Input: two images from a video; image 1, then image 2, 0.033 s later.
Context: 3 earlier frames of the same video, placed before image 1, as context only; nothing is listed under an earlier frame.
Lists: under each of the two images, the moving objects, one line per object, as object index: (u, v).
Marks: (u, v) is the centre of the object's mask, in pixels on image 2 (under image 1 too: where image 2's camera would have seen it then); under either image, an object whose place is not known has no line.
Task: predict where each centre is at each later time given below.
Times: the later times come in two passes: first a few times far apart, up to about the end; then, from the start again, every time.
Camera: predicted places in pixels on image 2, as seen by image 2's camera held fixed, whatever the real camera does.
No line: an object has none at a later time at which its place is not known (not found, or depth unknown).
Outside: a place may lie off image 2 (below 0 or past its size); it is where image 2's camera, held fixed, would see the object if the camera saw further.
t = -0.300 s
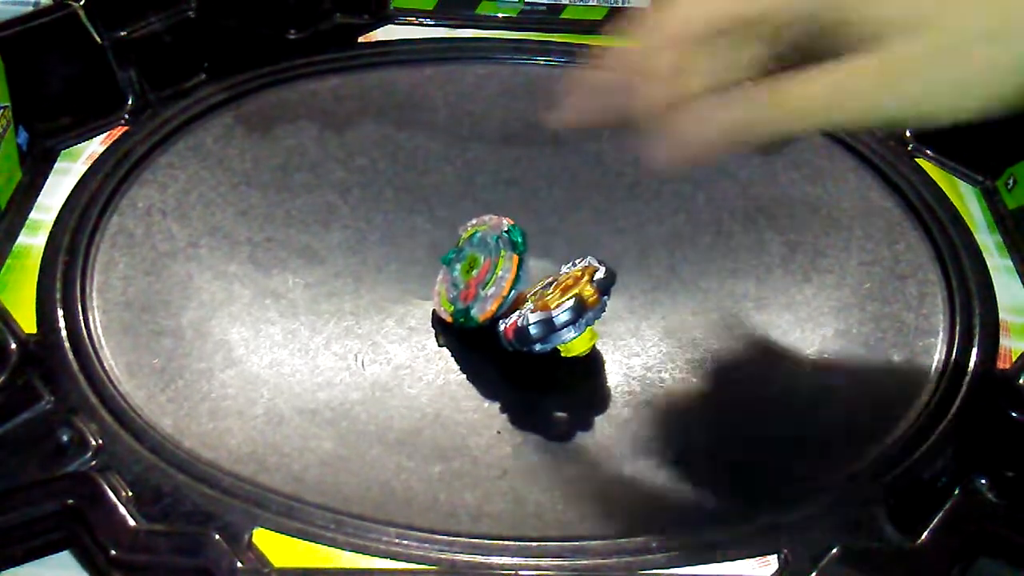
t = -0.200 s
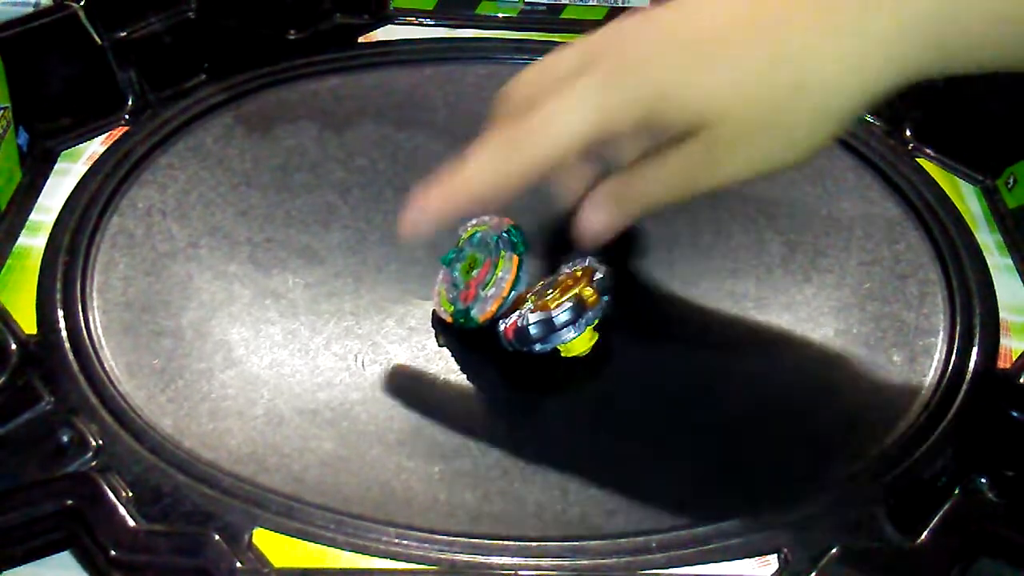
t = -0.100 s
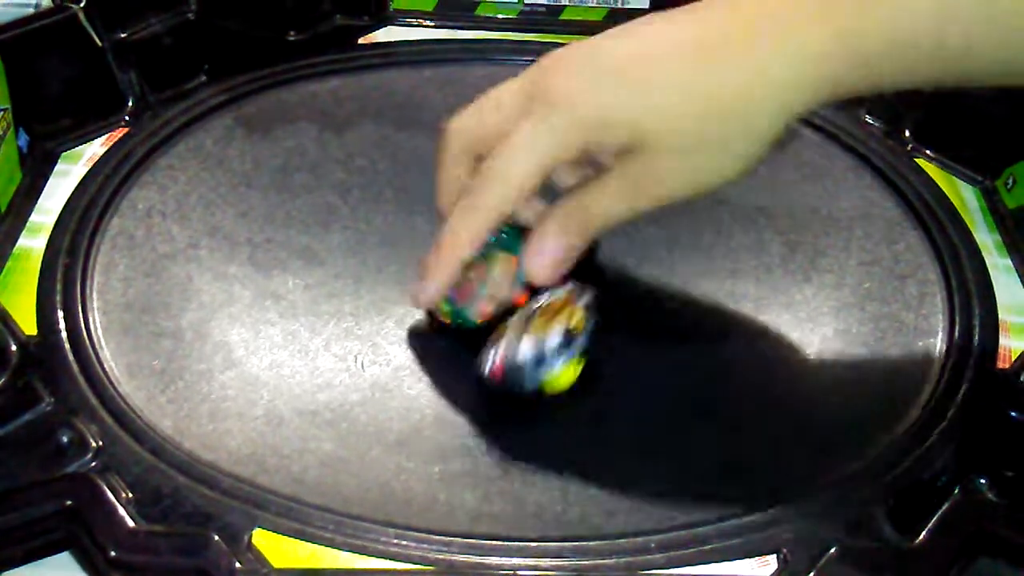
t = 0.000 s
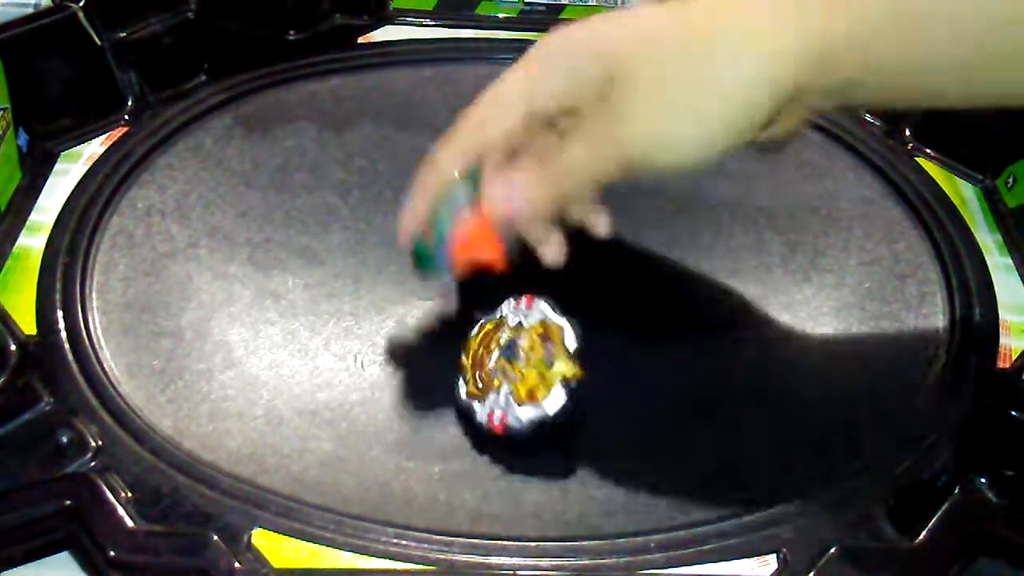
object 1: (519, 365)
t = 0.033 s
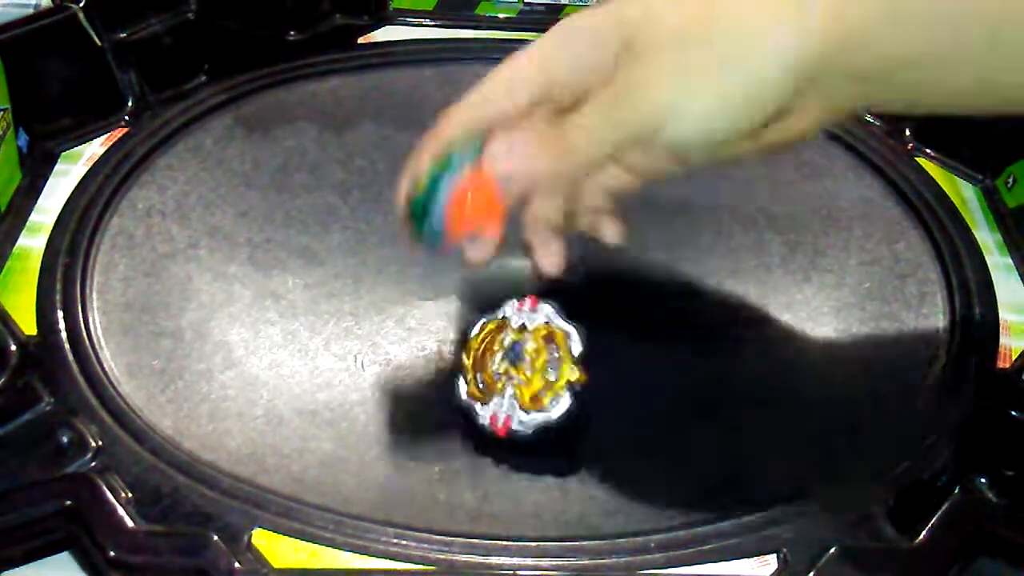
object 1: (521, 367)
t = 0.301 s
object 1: (510, 336)
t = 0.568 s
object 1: (563, 323)
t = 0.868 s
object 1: (538, 316)
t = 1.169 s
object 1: (506, 321)
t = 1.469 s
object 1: (518, 314)
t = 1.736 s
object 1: (539, 312)
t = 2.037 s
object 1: (546, 313)
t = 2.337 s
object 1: (530, 312)
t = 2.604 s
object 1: (522, 313)
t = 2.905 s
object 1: (512, 315)
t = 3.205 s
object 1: (513, 315)
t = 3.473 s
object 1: (514, 314)
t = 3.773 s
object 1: (514, 314)
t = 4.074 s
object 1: (514, 314)
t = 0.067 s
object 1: (521, 368)
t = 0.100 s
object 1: (520, 365)
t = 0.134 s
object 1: (517, 365)
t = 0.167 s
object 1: (513, 361)
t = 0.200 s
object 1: (509, 359)
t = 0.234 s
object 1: (506, 349)
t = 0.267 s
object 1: (507, 342)
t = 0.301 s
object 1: (510, 336)
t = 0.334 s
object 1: (514, 331)
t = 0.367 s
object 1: (521, 324)
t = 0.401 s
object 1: (529, 320)
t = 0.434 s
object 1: (537, 319)
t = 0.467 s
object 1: (544, 318)
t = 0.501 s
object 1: (554, 321)
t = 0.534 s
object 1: (559, 322)
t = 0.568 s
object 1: (563, 323)
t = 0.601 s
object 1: (565, 324)
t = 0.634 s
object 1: (566, 325)
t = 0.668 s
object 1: (565, 324)
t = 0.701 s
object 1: (564, 323)
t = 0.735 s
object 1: (560, 322)
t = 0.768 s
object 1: (556, 320)
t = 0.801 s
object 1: (550, 318)
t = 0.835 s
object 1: (543, 316)
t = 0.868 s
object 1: (538, 316)
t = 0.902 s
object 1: (533, 315)
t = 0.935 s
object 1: (529, 315)
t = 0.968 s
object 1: (524, 315)
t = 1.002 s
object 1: (519, 316)
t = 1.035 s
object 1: (514, 317)
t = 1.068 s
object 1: (511, 318)
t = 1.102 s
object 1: (509, 319)
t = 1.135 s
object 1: (507, 320)
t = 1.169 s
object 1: (506, 321)
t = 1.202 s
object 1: (505, 321)
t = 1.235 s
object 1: (505, 321)
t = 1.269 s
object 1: (505, 321)
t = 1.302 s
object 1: (506, 320)
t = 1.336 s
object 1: (508, 319)
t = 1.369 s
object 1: (509, 318)
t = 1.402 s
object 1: (512, 317)
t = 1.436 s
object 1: (515, 315)
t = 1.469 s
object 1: (518, 314)
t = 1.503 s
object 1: (520, 313)
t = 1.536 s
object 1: (523, 313)
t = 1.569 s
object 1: (526, 313)
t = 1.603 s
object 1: (528, 313)
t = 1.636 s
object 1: (530, 312)
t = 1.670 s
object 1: (533, 312)
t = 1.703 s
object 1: (536, 312)
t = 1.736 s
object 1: (539, 312)
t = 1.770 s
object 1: (542, 312)
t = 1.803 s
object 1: (543, 312)
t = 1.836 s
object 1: (545, 312)
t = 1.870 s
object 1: (546, 312)
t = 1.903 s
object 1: (547, 313)
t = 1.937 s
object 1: (547, 313)
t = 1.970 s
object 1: (547, 313)
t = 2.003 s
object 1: (547, 313)
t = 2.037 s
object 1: (546, 313)
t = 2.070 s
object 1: (546, 313)
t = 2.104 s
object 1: (544, 313)
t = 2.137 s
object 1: (542, 312)
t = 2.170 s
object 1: (540, 312)
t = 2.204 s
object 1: (537, 312)
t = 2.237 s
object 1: (535, 312)
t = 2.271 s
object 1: (533, 312)
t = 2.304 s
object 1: (532, 312)
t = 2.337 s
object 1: (530, 312)
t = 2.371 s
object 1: (529, 312)
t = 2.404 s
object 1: (528, 312)
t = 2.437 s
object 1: (527, 312)
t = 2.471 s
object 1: (526, 312)
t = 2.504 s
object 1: (525, 312)
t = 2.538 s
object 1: (524, 312)
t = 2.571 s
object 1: (523, 313)
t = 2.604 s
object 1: (522, 313)
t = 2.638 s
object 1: (521, 313)
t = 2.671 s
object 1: (520, 313)
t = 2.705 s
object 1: (519, 313)
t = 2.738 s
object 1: (519, 313)
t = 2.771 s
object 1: (518, 314)
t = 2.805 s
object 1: (517, 314)
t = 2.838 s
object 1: (515, 314)
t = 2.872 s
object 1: (513, 315)
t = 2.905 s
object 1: (512, 315)
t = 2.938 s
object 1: (512, 315)
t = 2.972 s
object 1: (512, 315)
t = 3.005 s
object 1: (513, 315)
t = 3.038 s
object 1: (514, 314)
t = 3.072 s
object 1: (515, 314)
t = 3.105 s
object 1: (515, 314)
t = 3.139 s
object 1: (514, 314)
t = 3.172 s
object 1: (514, 314)
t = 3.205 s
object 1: (513, 315)
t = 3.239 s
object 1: (513, 315)
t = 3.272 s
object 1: (513, 315)
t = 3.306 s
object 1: (513, 315)
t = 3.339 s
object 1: (513, 315)
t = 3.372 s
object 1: (513, 315)
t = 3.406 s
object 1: (513, 314)
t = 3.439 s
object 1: (514, 314)
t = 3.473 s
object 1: (514, 314)
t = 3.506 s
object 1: (514, 314)
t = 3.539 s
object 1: (514, 314)
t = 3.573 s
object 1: (514, 314)
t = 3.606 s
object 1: (514, 314)
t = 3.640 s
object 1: (514, 314)
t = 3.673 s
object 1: (514, 314)
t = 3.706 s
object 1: (514, 314)
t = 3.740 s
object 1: (514, 314)
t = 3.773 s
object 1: (514, 314)
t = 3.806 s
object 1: (514, 314)
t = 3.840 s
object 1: (514, 314)
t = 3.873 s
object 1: (514, 314)
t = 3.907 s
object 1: (514, 314)
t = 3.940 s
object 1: (514, 314)
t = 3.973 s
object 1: (514, 314)
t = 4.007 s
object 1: (514, 314)
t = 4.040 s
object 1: (514, 314)
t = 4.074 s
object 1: (514, 314)
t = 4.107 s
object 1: (514, 314)
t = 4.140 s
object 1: (514, 314)
